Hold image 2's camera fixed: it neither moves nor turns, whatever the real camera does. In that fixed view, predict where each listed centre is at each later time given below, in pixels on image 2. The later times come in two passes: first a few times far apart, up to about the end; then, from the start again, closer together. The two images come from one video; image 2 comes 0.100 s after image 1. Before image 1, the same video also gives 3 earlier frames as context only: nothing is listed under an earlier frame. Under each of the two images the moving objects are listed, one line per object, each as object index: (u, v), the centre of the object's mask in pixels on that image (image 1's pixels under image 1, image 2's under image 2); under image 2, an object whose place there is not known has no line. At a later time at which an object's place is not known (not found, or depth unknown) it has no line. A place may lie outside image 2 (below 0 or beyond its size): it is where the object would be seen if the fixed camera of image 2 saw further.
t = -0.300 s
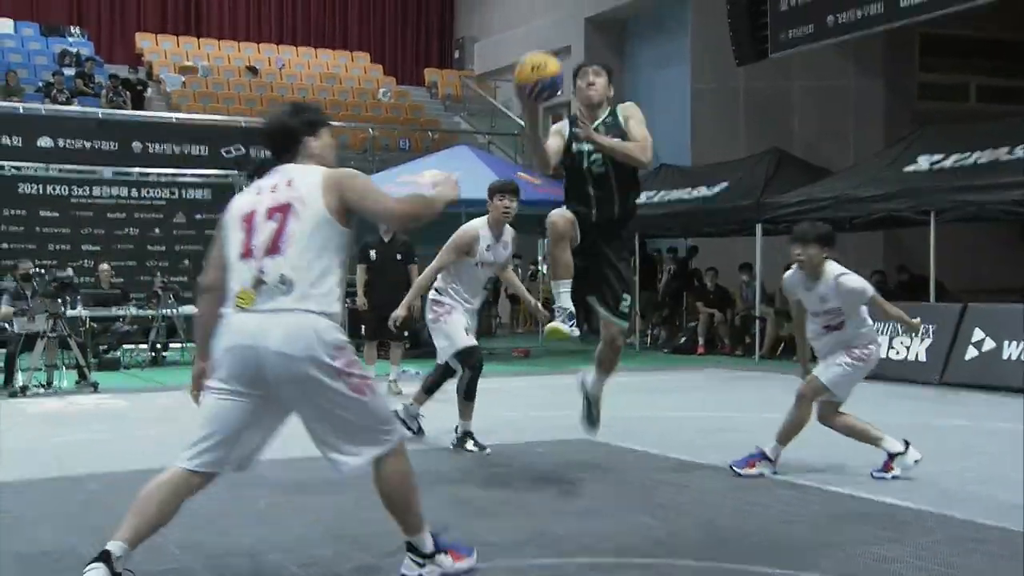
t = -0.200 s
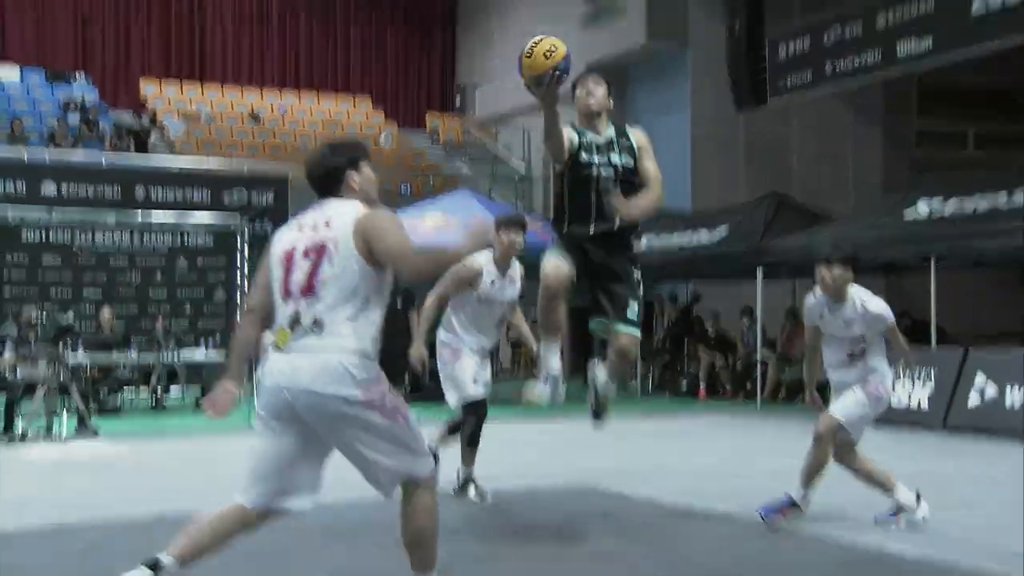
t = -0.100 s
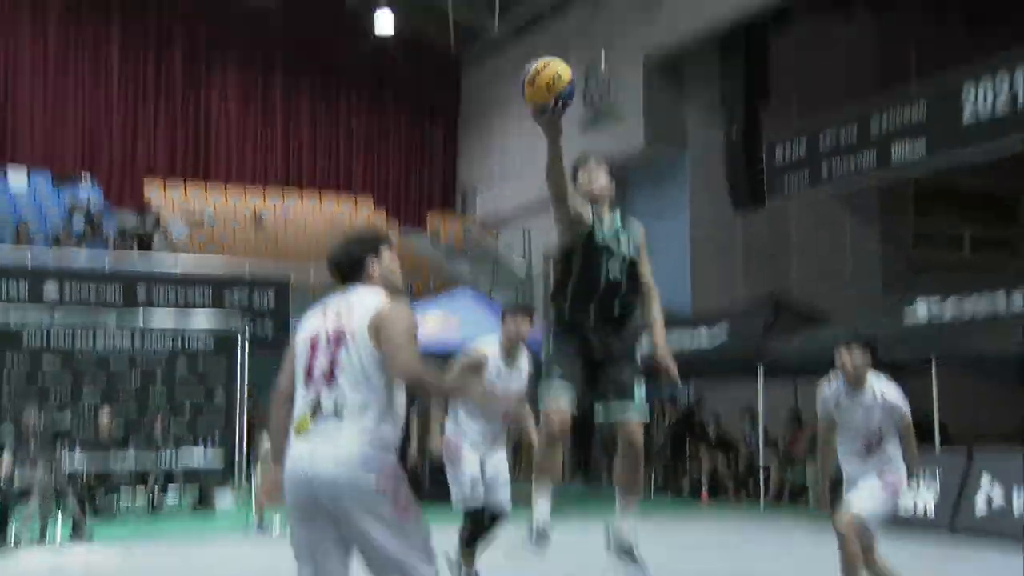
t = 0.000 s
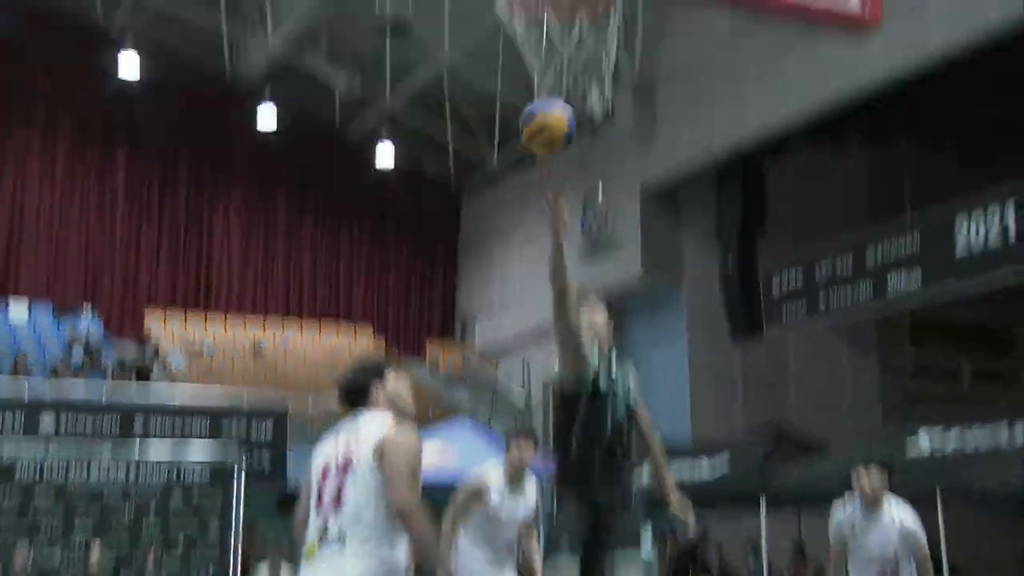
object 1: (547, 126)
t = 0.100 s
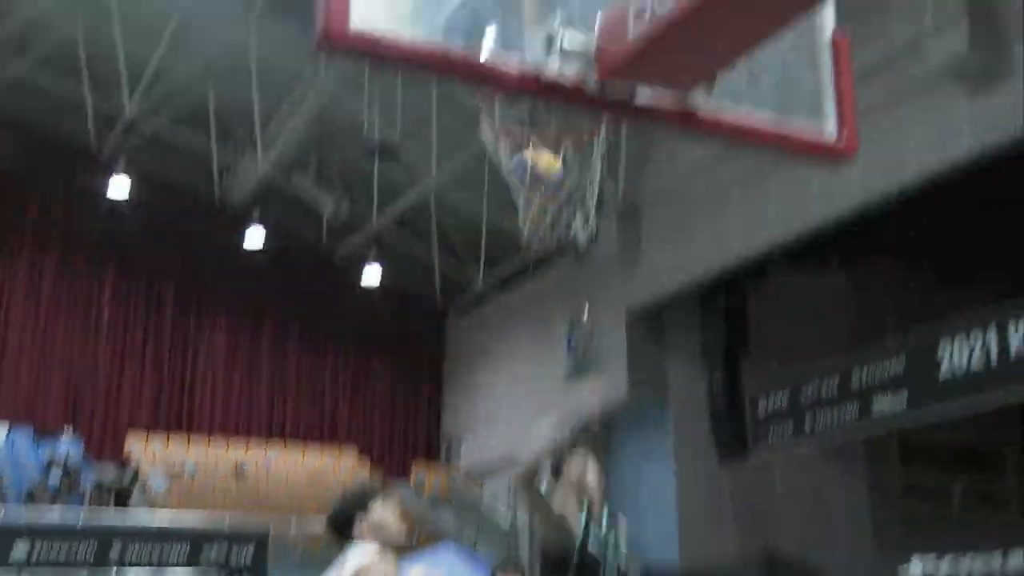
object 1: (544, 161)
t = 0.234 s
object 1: (537, 121)
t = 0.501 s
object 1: (550, 117)
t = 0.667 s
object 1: (544, 192)
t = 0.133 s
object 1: (542, 145)
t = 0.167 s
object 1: (538, 128)
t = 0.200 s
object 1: (539, 123)
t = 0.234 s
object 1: (537, 121)
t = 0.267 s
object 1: (538, 121)
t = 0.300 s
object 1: (544, 118)
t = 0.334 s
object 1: (549, 113)
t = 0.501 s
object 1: (550, 117)
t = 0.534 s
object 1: (547, 123)
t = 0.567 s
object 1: (551, 131)
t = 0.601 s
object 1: (548, 140)
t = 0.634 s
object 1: (546, 161)
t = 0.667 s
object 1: (544, 192)
